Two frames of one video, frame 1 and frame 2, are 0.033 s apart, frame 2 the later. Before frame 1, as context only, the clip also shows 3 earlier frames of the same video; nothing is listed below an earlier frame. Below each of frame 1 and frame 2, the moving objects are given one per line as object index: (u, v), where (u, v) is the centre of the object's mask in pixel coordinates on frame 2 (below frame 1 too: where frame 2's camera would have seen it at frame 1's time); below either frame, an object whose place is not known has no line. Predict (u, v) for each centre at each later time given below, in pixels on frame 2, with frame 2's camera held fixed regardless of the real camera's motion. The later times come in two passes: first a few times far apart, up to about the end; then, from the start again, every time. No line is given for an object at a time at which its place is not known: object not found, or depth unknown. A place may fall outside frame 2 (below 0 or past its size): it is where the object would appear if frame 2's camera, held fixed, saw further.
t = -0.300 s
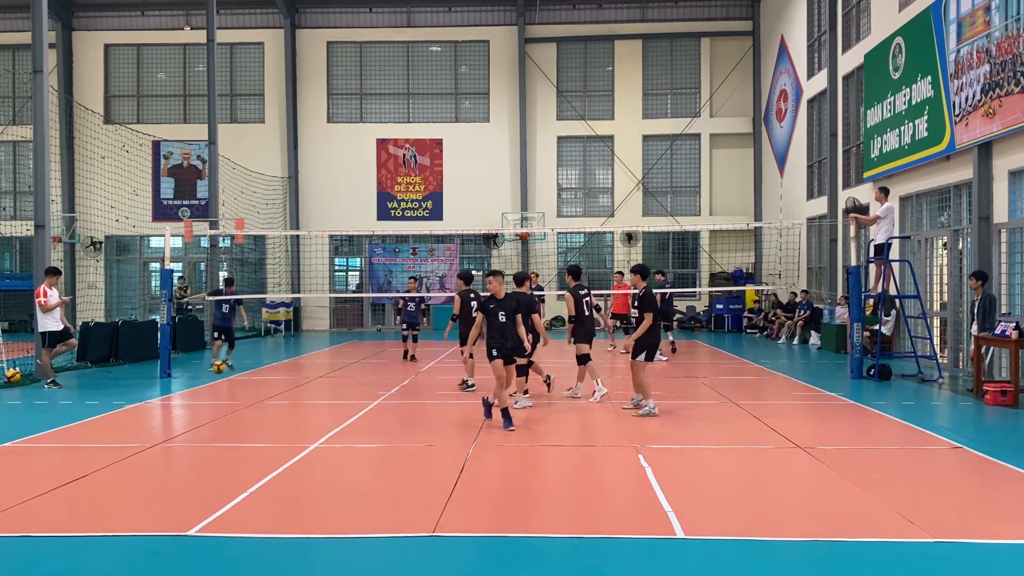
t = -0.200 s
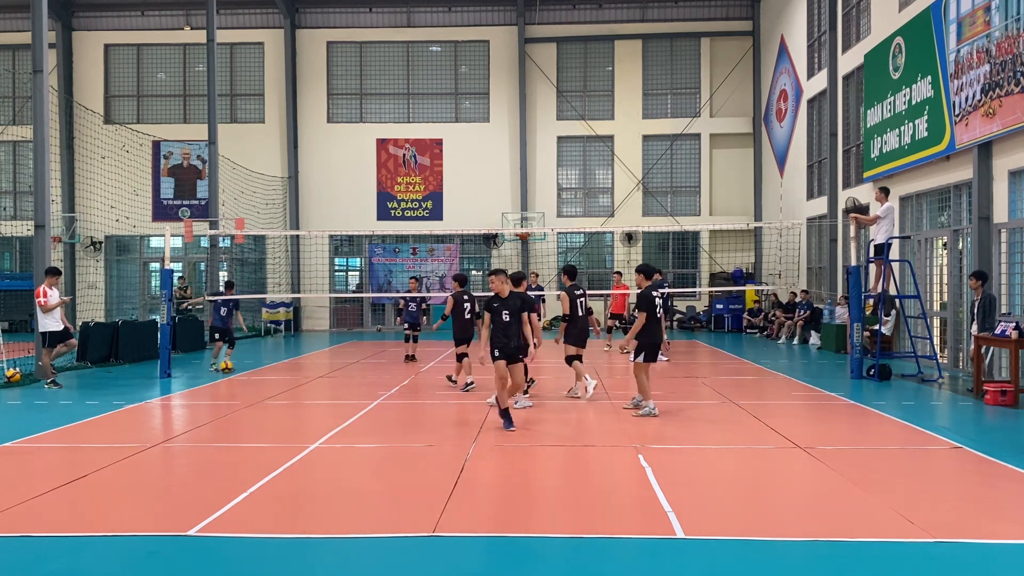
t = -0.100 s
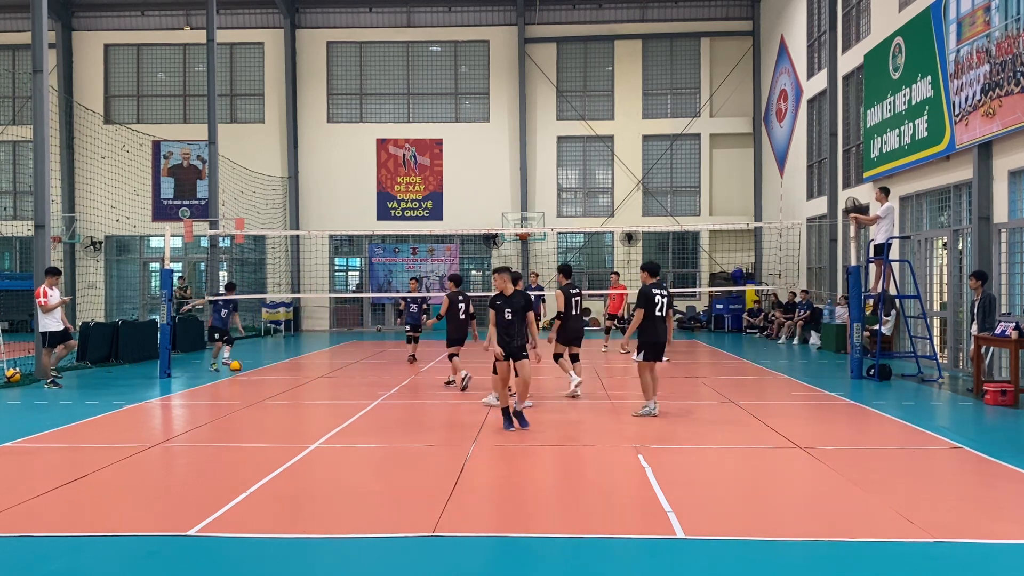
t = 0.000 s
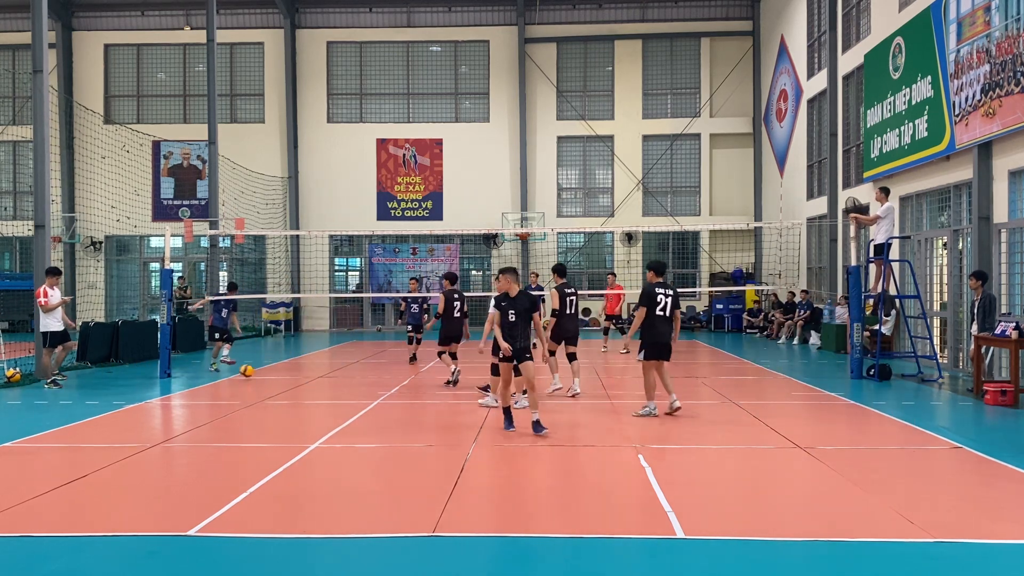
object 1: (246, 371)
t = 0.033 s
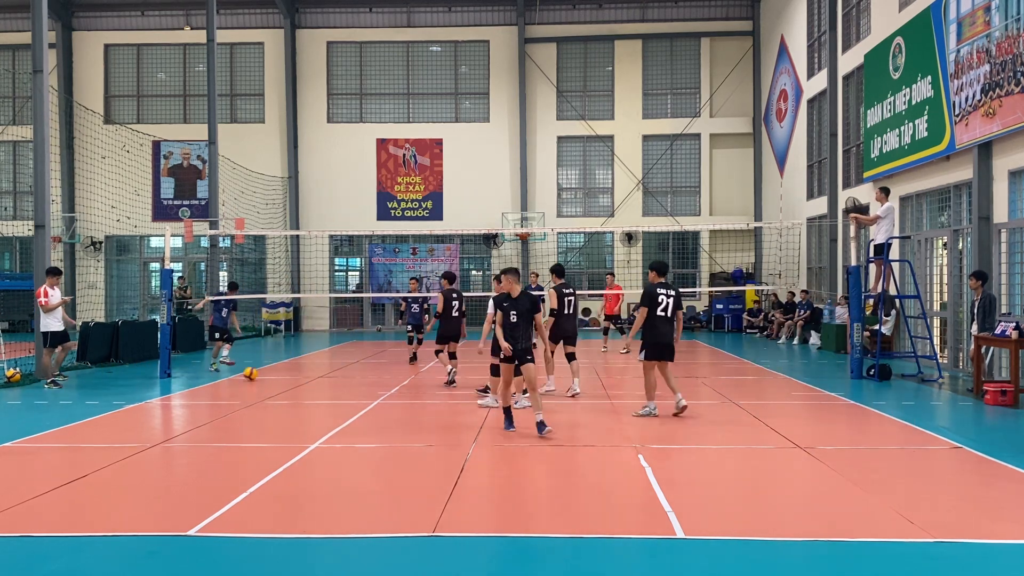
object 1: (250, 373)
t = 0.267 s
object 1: (269, 380)
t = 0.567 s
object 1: (291, 386)
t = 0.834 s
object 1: (314, 393)
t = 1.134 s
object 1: (344, 403)
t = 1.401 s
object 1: (374, 414)
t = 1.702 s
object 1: (412, 426)
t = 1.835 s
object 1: (430, 432)
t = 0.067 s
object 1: (253, 375)
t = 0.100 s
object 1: (256, 375)
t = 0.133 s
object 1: (259, 374)
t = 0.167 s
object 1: (261, 375)
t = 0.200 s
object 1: (264, 376)
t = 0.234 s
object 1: (266, 379)
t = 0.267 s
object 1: (269, 380)
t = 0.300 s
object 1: (271, 379)
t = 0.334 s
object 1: (274, 379)
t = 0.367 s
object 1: (276, 380)
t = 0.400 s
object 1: (278, 382)
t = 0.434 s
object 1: (281, 384)
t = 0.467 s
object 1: (284, 384)
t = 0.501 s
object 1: (287, 383)
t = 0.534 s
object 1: (289, 384)
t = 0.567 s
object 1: (291, 386)
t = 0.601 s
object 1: (294, 389)
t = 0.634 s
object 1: (297, 389)
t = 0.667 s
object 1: (300, 389)
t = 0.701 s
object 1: (303, 390)
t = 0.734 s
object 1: (306, 391)
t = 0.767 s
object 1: (309, 394)
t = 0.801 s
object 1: (312, 393)
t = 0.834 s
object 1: (314, 393)
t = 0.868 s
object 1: (318, 395)
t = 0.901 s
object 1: (321, 397)
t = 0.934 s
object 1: (324, 399)
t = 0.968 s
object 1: (327, 398)
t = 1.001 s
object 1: (330, 399)
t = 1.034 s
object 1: (334, 400)
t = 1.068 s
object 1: (337, 403)
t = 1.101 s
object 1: (341, 403)
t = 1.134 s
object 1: (344, 403)
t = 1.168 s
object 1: (348, 404)
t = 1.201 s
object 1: (351, 406)
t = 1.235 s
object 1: (355, 409)
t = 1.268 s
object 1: (358, 409)
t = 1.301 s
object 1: (362, 410)
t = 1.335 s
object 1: (366, 412)
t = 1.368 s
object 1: (370, 414)
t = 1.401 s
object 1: (374, 414)
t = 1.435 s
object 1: (378, 415)
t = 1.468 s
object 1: (382, 416)
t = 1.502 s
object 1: (386, 419)
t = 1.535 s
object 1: (390, 419)
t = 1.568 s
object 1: (394, 420)
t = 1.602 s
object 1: (398, 421)
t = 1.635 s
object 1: (403, 424)
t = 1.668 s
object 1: (407, 425)
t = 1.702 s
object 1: (412, 426)
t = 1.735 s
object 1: (416, 427)
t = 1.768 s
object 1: (421, 430)
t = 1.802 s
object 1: (425, 432)
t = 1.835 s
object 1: (430, 432)
